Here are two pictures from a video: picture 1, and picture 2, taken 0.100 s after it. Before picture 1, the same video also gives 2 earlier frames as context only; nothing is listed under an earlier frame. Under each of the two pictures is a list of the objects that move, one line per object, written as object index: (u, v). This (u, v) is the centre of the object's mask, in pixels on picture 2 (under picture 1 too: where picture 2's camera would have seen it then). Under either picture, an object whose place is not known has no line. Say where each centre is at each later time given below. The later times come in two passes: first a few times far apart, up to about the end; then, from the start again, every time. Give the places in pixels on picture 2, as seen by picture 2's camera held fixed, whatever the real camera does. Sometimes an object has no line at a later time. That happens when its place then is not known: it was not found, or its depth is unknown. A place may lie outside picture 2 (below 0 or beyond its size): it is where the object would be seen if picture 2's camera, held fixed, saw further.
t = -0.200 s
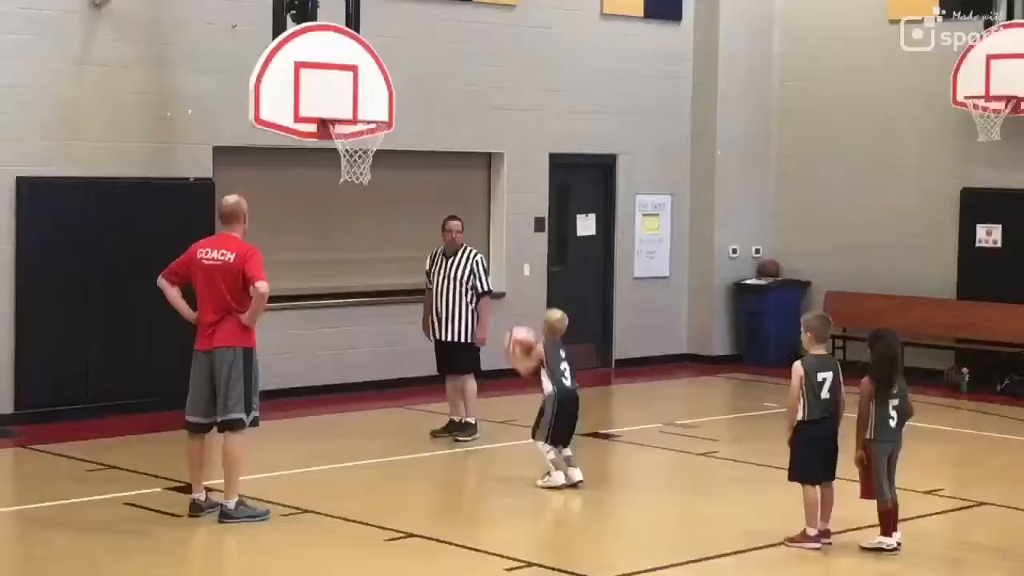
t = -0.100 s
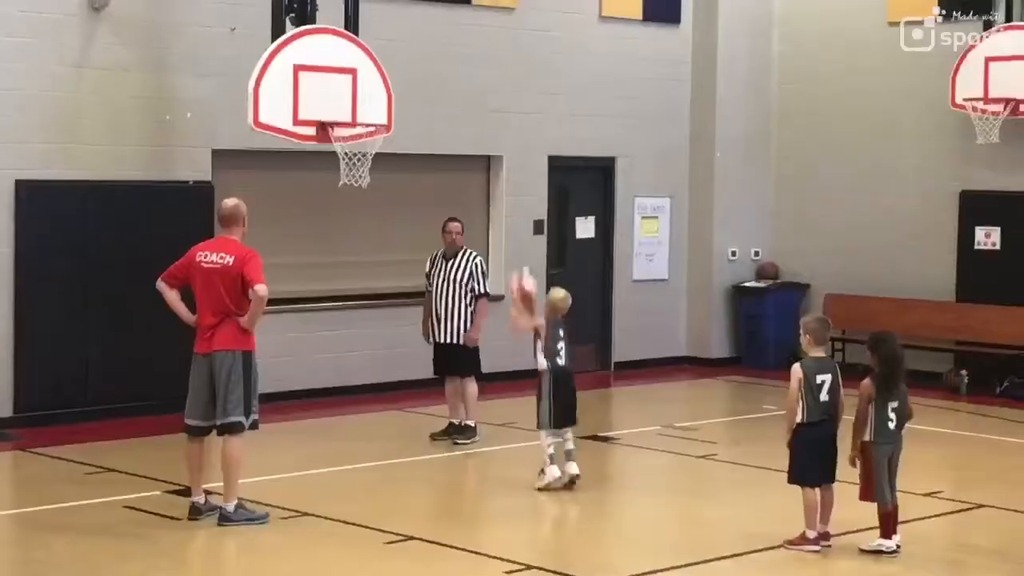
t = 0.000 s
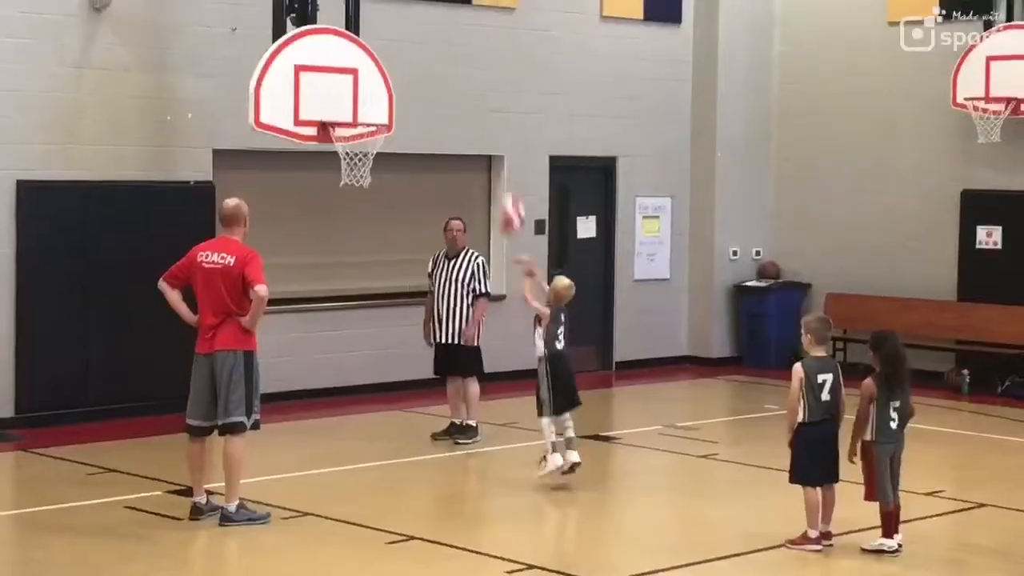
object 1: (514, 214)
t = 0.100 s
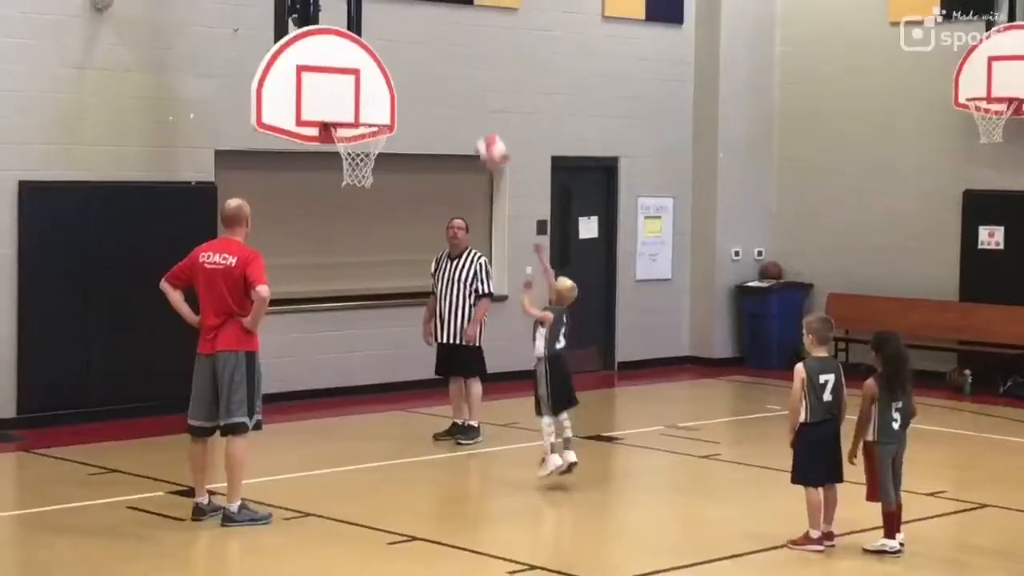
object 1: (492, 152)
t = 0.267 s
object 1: (461, 83)
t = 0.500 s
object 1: (419, 51)
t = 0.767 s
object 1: (375, 105)
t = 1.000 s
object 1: (373, 135)
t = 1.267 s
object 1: (368, 200)
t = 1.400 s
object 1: (365, 258)
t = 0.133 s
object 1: (485, 136)
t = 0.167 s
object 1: (479, 120)
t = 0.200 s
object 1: (473, 106)
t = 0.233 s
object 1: (467, 93)
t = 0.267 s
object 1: (461, 83)
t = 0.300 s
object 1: (456, 74)
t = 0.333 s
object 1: (450, 66)
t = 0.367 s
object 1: (443, 60)
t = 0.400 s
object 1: (438, 56)
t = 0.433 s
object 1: (431, 53)
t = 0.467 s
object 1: (425, 52)
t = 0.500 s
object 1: (419, 51)
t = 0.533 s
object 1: (415, 53)
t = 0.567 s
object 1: (409, 56)
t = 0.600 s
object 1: (403, 61)
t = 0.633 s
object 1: (398, 67)
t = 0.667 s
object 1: (392, 75)
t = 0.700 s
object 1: (387, 85)
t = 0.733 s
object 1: (381, 94)
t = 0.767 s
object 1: (375, 105)
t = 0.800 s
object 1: (368, 116)
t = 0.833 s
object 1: (361, 119)
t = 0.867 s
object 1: (352, 121)
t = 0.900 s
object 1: (344, 128)
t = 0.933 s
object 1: (349, 128)
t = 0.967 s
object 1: (362, 127)
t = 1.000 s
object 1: (373, 135)
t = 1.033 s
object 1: (374, 139)
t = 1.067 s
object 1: (374, 143)
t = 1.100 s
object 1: (376, 149)
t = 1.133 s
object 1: (375, 157)
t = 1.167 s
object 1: (373, 163)
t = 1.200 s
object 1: (369, 176)
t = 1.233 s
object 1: (368, 188)
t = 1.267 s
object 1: (368, 200)
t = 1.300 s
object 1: (367, 212)
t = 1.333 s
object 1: (366, 226)
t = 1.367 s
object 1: (365, 242)
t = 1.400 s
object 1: (365, 258)
